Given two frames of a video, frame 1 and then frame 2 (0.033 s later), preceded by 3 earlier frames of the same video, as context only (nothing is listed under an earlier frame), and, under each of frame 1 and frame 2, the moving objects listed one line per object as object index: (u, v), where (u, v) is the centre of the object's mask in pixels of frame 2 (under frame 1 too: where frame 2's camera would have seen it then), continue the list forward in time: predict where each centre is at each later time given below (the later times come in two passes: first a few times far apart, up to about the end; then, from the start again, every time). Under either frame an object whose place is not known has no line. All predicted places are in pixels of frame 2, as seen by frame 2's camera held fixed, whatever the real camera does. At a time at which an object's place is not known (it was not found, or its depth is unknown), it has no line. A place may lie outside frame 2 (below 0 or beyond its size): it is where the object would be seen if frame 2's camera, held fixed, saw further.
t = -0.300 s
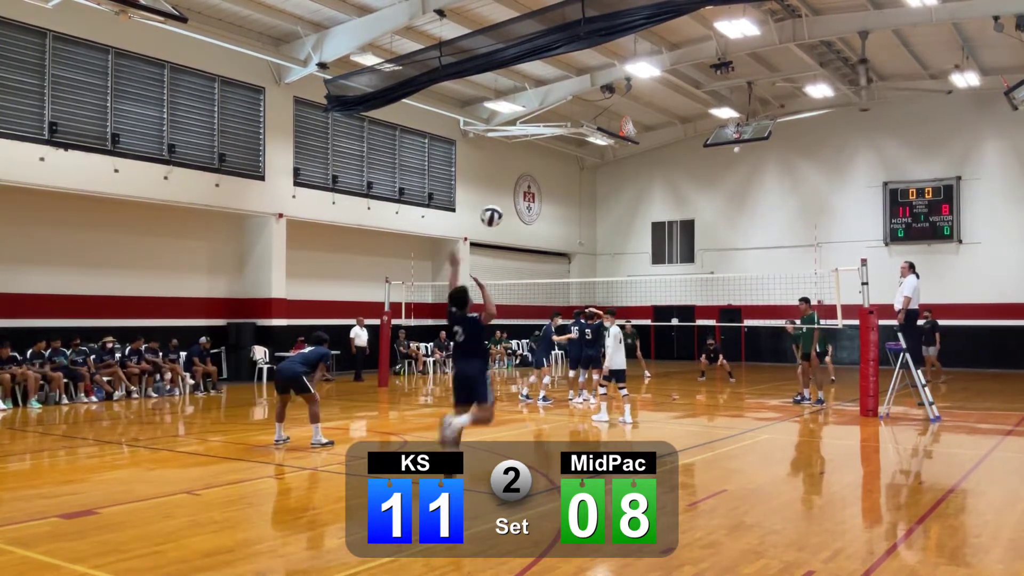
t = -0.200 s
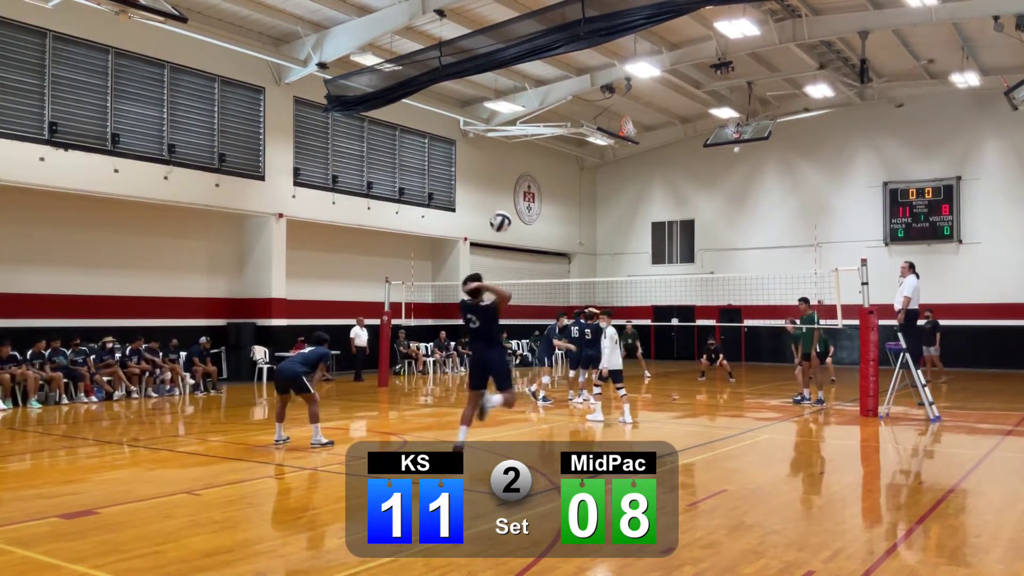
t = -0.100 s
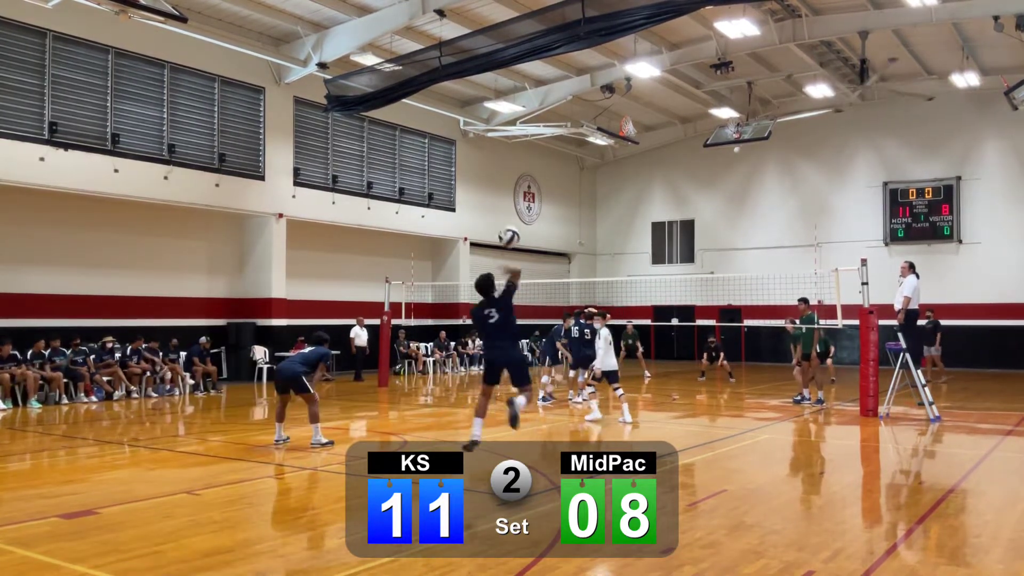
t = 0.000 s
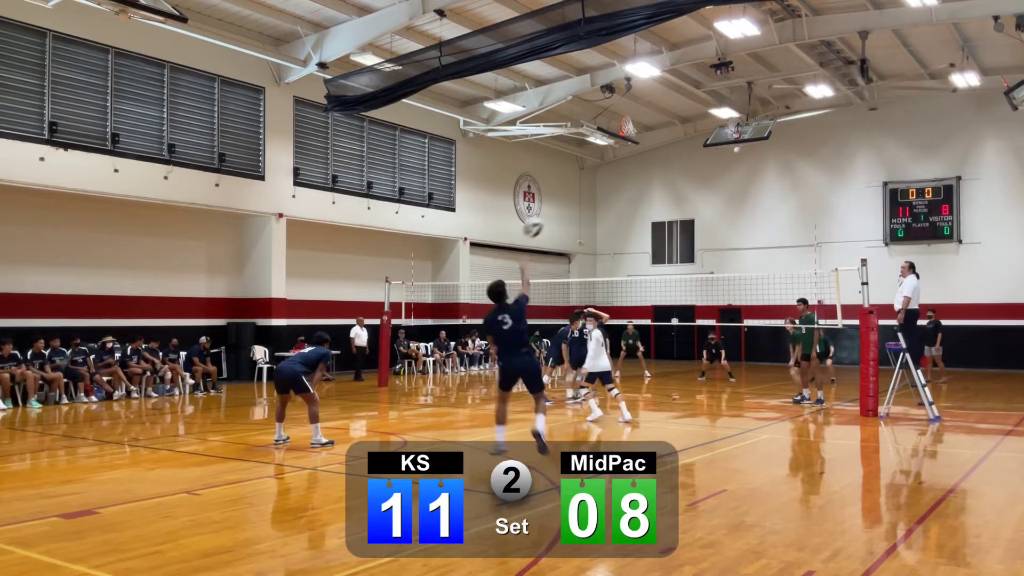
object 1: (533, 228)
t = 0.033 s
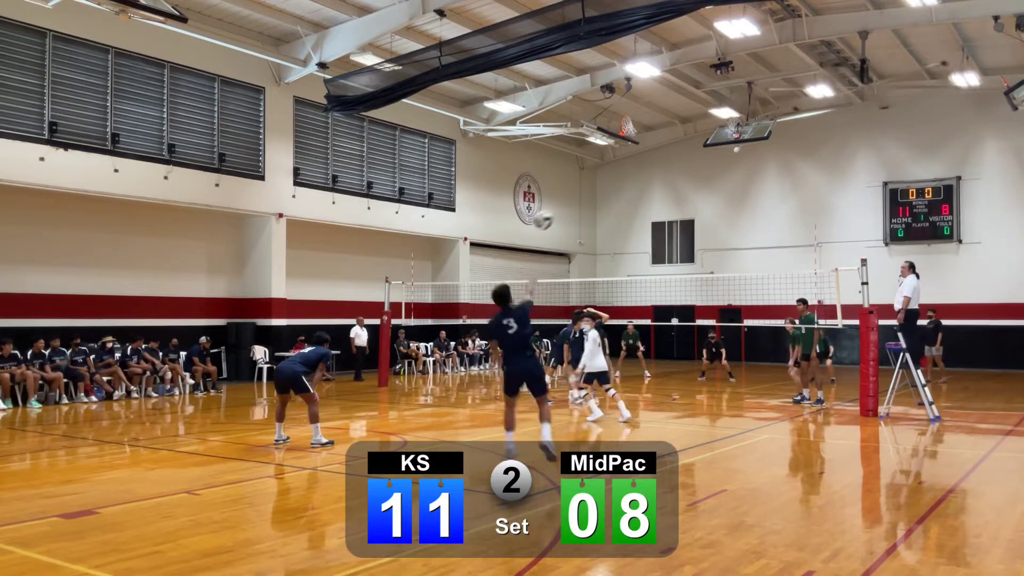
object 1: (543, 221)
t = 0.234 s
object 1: (586, 202)
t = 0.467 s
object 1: (614, 216)
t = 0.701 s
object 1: (633, 251)
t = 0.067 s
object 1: (552, 214)
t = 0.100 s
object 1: (560, 209)
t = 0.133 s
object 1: (568, 206)
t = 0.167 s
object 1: (574, 204)
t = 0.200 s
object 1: (580, 202)
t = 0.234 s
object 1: (586, 202)
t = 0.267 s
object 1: (591, 202)
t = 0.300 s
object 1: (596, 202)
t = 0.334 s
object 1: (600, 204)
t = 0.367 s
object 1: (604, 206)
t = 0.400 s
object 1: (608, 209)
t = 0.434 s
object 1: (611, 212)
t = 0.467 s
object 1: (614, 216)
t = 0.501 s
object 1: (617, 220)
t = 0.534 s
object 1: (620, 224)
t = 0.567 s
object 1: (623, 229)
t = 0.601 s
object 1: (625, 234)
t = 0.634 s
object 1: (628, 239)
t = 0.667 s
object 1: (630, 245)
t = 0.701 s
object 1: (633, 251)
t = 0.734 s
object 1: (635, 257)
